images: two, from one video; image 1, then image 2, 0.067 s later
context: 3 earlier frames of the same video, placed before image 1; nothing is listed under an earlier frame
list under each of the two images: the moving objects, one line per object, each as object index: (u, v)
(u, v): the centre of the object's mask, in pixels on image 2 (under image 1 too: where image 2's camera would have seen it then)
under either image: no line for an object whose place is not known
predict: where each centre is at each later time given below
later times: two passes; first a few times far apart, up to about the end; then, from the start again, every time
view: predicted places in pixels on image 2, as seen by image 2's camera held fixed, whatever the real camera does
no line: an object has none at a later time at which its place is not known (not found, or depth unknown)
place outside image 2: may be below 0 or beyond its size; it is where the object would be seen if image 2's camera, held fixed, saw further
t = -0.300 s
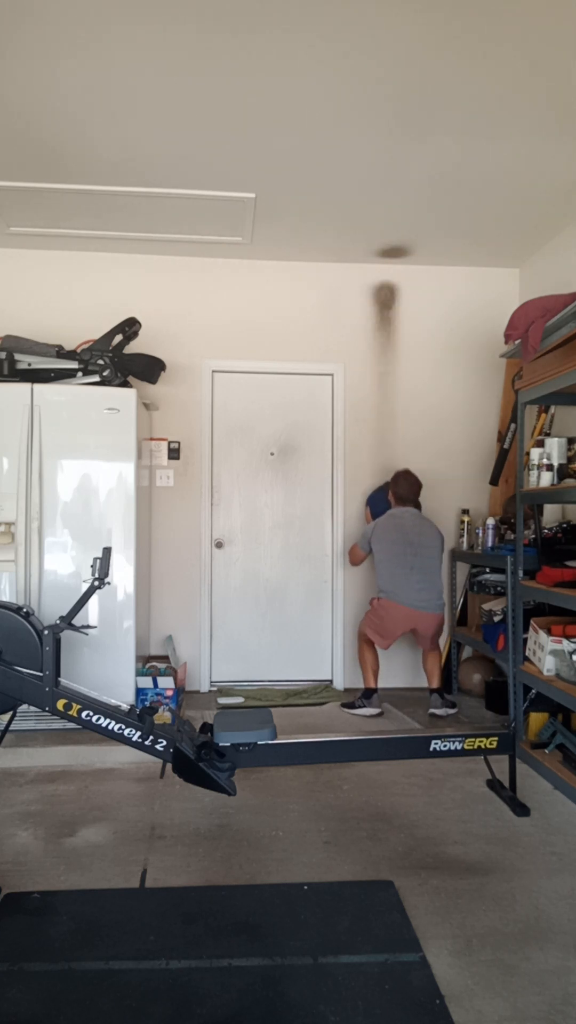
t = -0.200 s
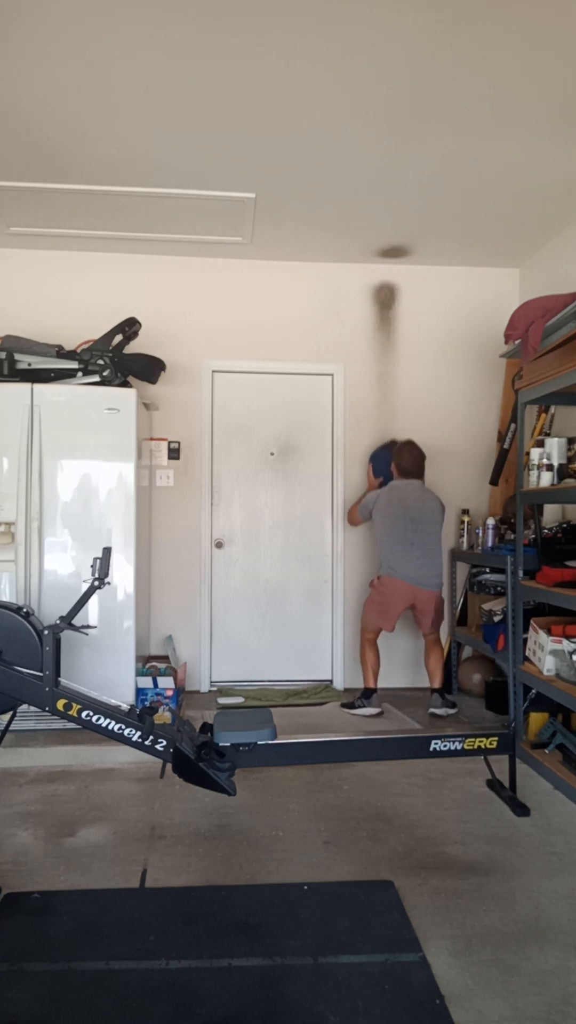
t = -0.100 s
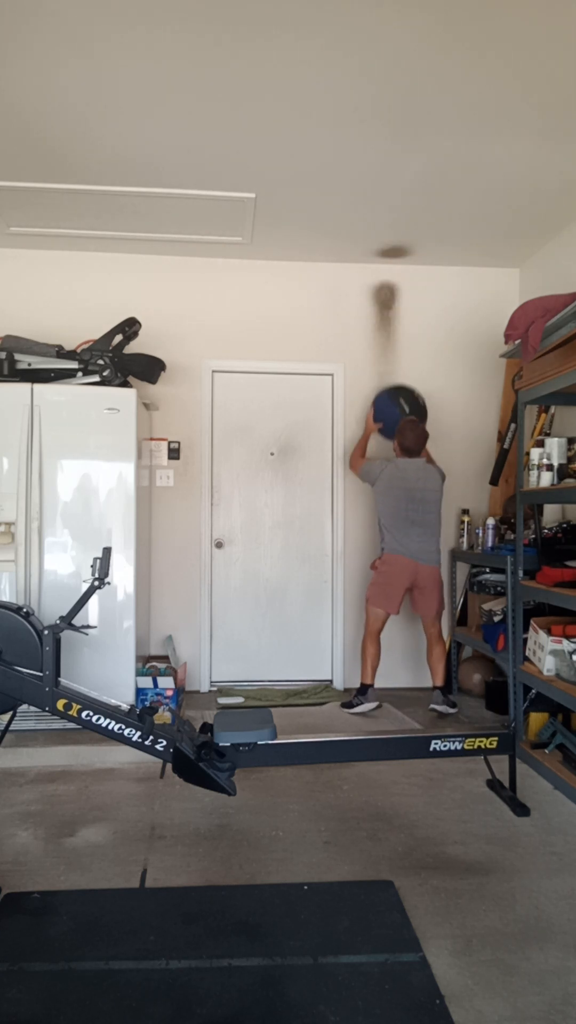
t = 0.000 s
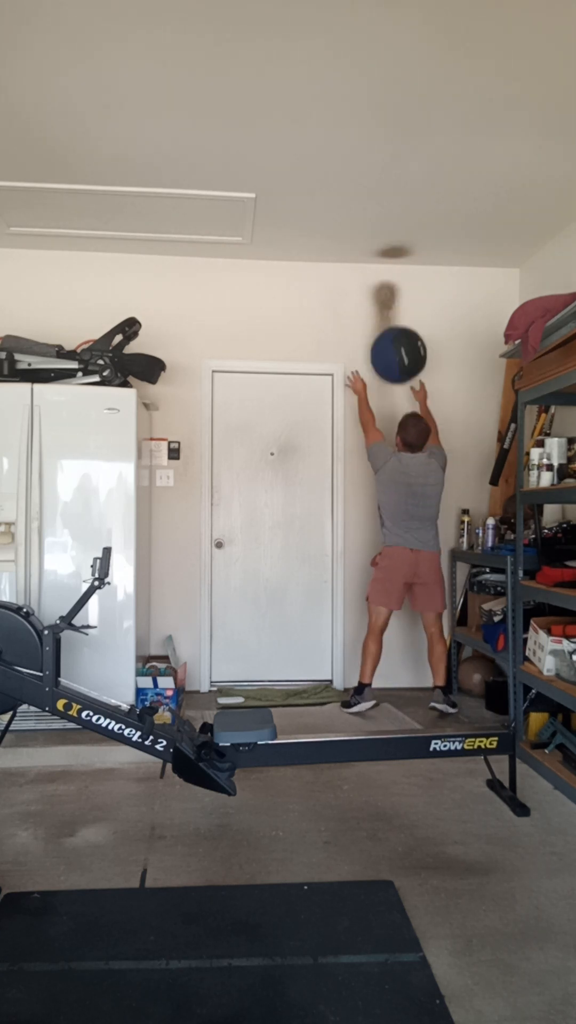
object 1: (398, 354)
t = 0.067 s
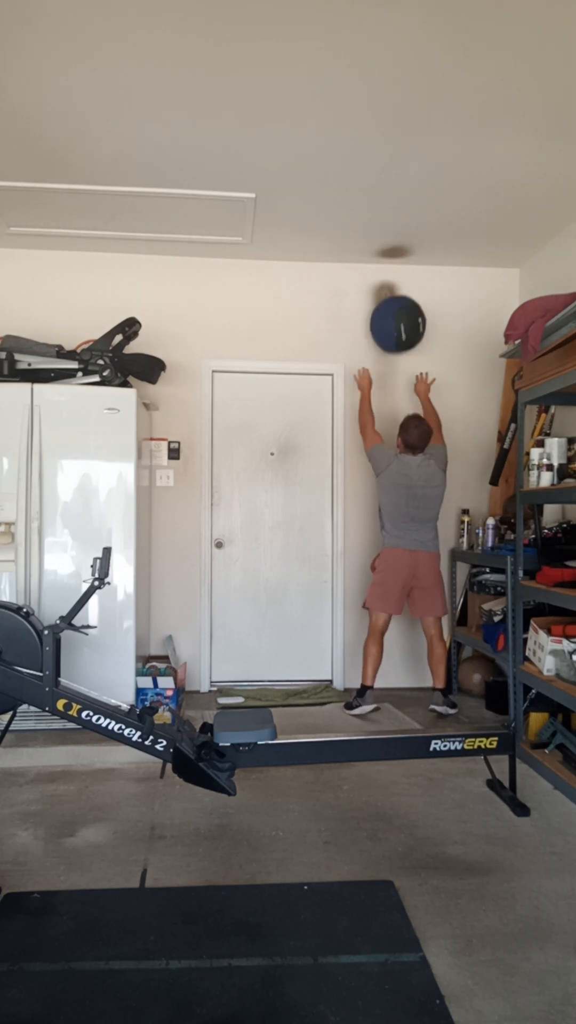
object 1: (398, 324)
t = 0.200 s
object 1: (396, 285)
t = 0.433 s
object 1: (393, 307)
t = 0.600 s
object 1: (394, 372)
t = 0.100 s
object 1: (397, 311)
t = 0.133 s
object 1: (397, 301)
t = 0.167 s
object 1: (396, 292)
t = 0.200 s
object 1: (396, 285)
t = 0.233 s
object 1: (396, 279)
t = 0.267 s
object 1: (395, 277)
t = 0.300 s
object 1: (394, 280)
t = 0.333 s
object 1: (394, 285)
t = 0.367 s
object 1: (393, 292)
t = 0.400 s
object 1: (393, 299)
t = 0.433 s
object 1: (393, 307)
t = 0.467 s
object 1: (393, 316)
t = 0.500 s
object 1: (393, 327)
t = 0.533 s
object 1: (394, 340)
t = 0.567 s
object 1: (394, 355)
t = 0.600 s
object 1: (394, 372)
